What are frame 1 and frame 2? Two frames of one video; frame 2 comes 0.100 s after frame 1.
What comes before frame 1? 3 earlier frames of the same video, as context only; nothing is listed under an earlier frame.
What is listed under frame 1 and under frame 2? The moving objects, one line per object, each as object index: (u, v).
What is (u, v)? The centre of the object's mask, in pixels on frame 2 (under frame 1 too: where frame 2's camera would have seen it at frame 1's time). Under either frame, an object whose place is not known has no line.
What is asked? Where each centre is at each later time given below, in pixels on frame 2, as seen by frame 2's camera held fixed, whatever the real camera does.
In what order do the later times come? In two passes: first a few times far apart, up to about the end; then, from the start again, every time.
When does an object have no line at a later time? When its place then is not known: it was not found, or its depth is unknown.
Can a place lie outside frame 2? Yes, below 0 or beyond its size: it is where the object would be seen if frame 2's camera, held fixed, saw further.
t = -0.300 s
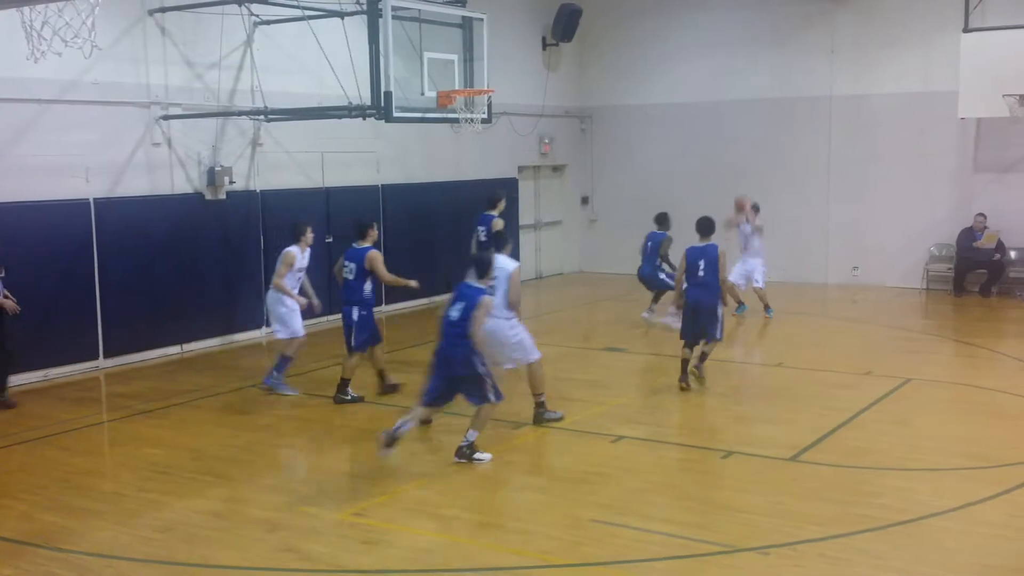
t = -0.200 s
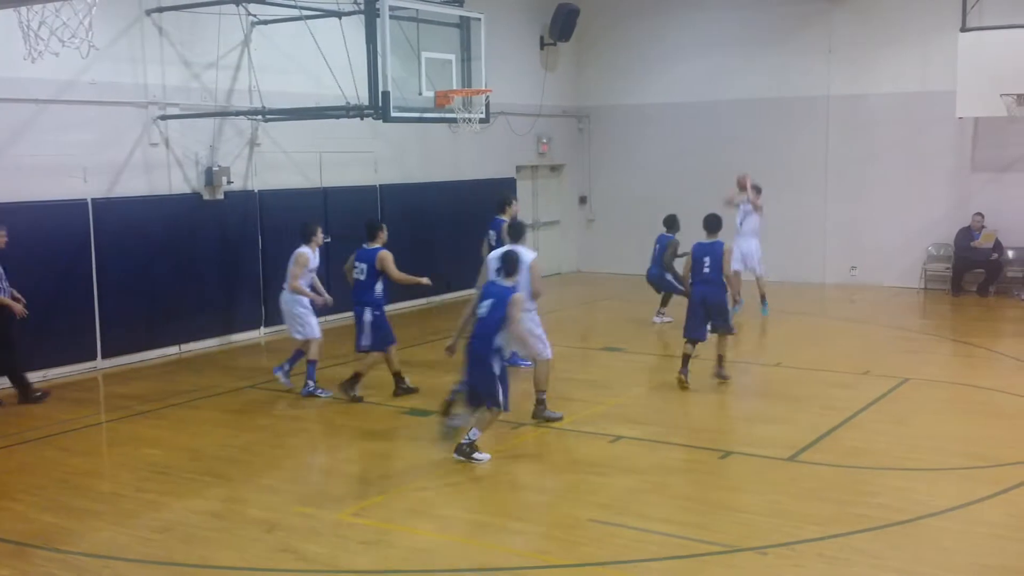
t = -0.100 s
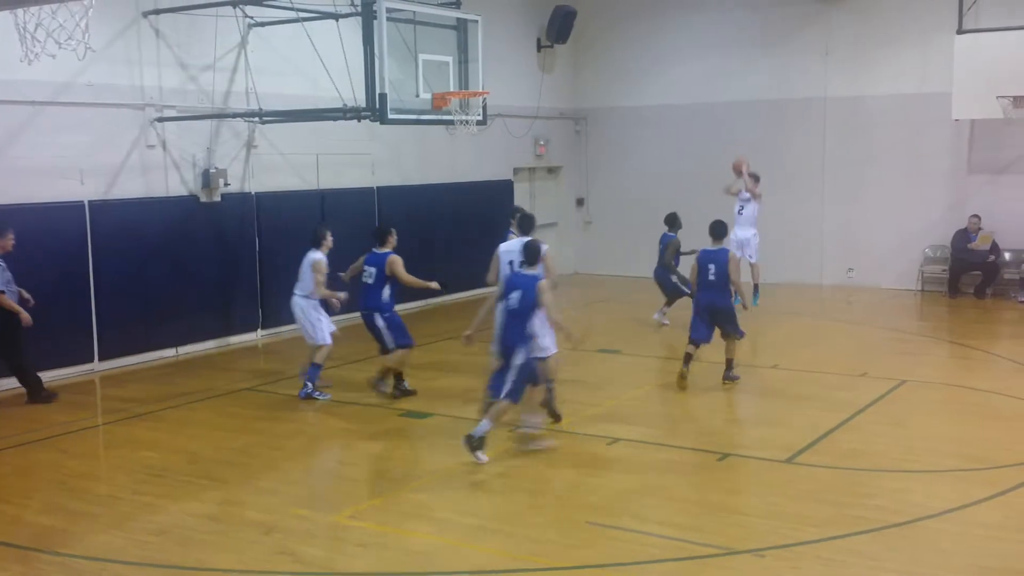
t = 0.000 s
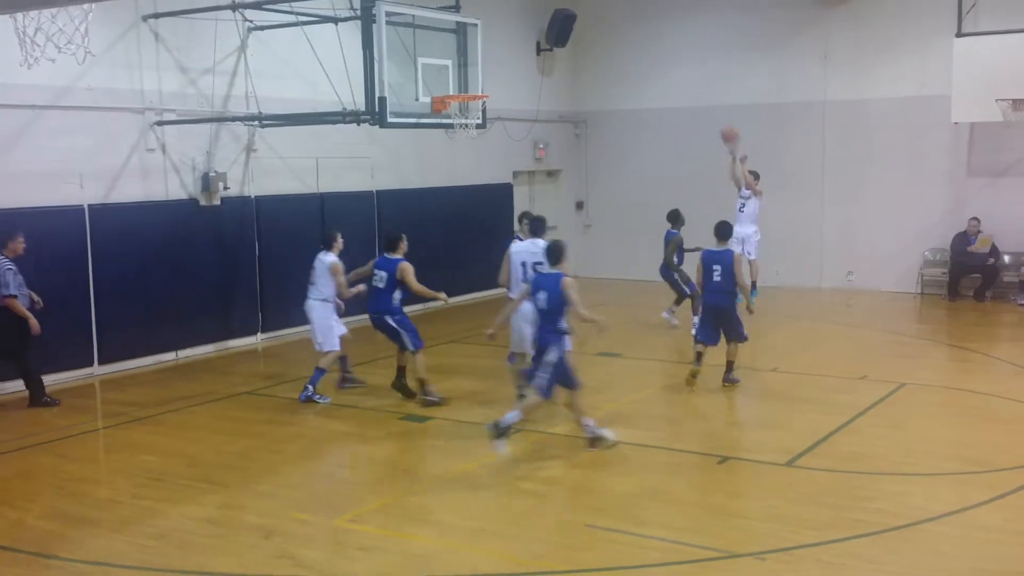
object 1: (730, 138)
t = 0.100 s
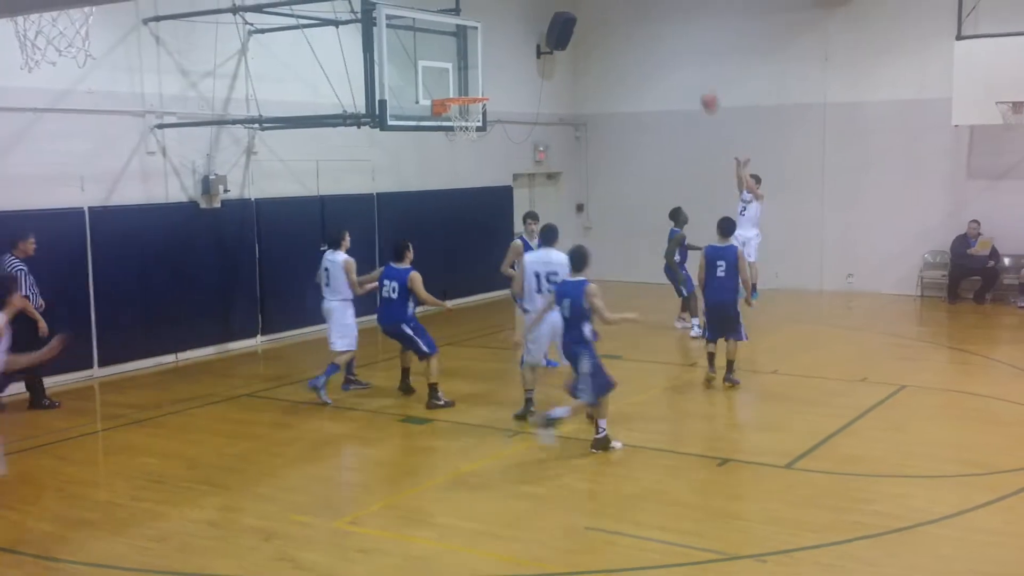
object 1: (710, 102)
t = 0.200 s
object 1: (688, 69)
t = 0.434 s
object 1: (636, 20)
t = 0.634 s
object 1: (586, 8)
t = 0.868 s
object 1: (525, 37)
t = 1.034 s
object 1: (475, 90)
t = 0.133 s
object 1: (702, 90)
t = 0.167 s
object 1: (695, 79)
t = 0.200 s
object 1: (688, 69)
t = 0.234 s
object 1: (681, 60)
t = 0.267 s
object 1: (674, 52)
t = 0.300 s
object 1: (666, 45)
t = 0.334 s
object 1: (658, 37)
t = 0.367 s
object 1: (651, 30)
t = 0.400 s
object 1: (644, 25)
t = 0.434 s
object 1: (636, 20)
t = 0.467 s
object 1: (628, 17)
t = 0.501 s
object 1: (620, 13)
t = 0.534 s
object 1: (612, 9)
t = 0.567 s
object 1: (604, 8)
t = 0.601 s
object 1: (595, 7)
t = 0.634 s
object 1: (586, 8)
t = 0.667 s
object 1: (578, 9)
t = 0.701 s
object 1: (570, 10)
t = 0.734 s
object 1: (563, 13)
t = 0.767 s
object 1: (552, 18)
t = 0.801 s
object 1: (542, 24)
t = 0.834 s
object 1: (534, 30)
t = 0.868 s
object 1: (525, 37)
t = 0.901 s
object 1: (515, 45)
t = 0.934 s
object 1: (504, 56)
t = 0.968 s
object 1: (494, 67)
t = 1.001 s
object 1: (485, 78)
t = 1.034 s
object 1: (475, 90)
